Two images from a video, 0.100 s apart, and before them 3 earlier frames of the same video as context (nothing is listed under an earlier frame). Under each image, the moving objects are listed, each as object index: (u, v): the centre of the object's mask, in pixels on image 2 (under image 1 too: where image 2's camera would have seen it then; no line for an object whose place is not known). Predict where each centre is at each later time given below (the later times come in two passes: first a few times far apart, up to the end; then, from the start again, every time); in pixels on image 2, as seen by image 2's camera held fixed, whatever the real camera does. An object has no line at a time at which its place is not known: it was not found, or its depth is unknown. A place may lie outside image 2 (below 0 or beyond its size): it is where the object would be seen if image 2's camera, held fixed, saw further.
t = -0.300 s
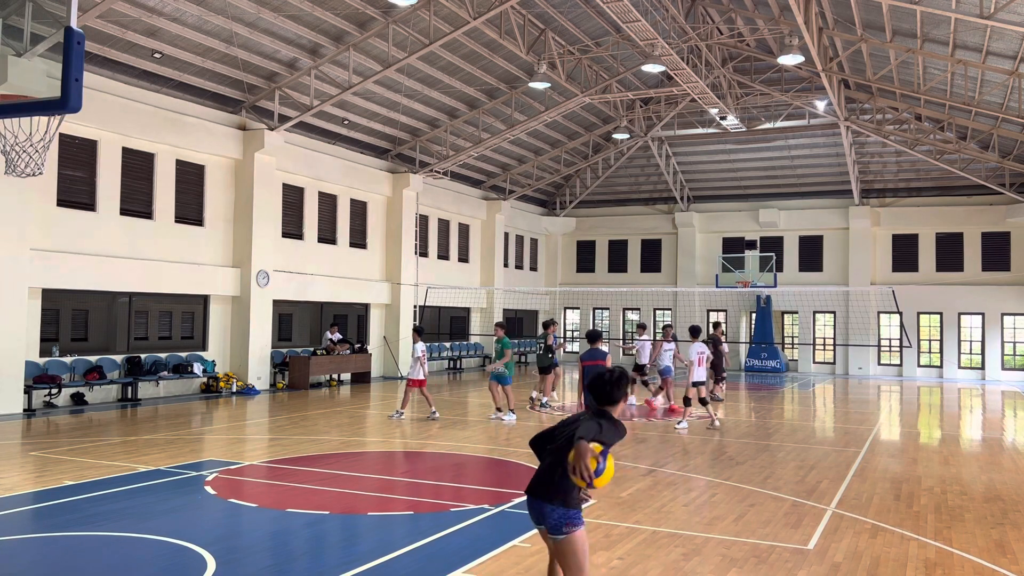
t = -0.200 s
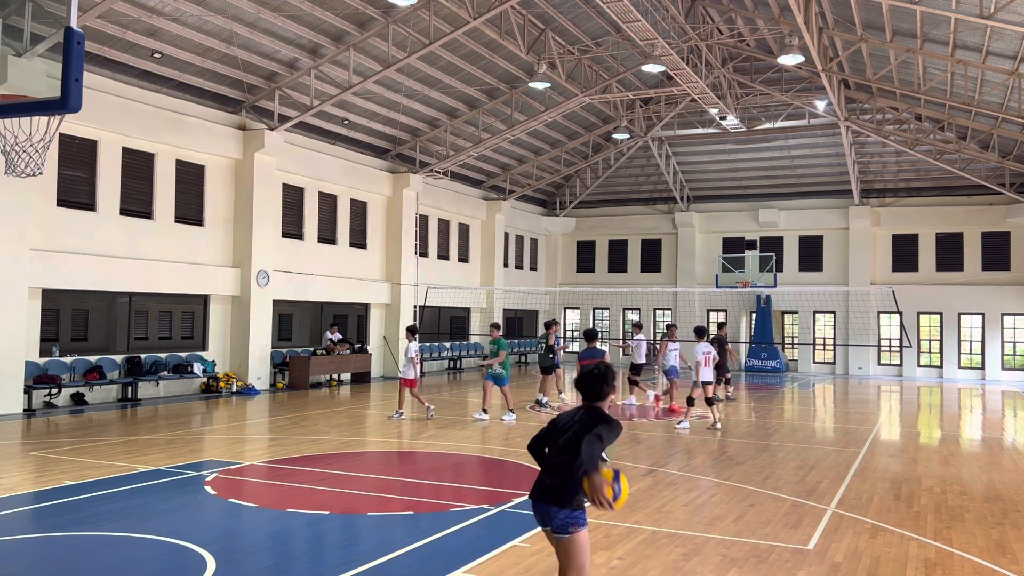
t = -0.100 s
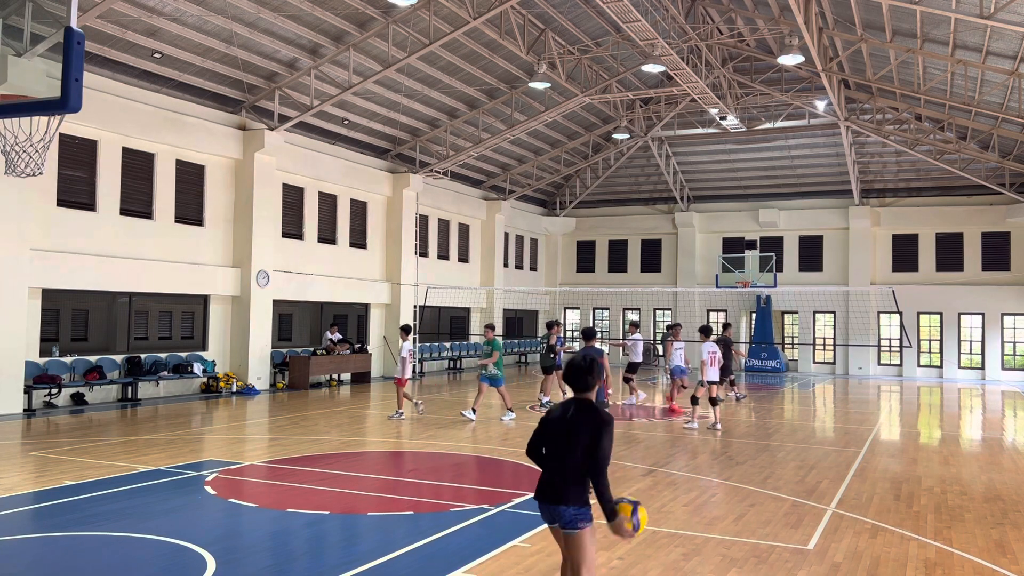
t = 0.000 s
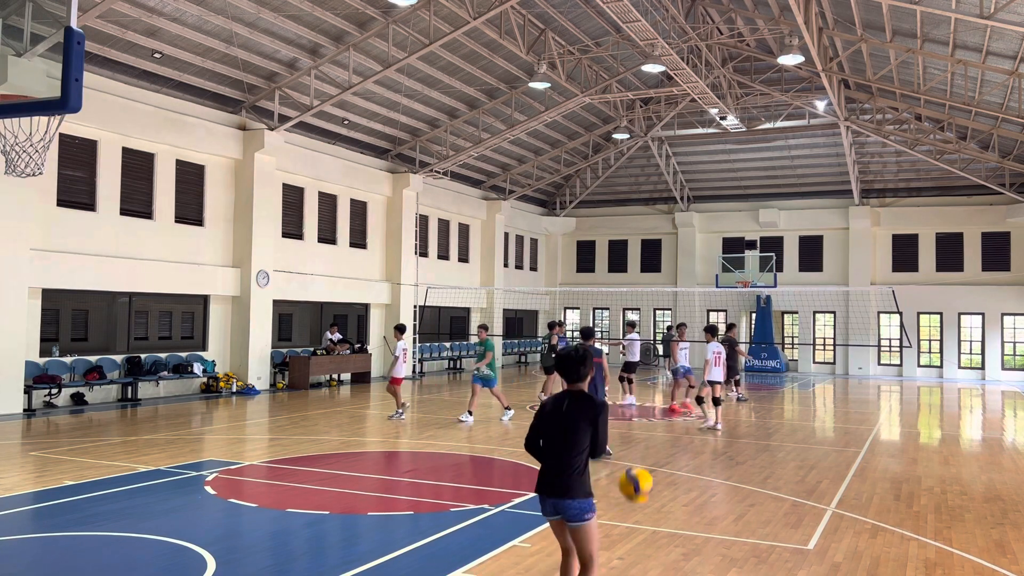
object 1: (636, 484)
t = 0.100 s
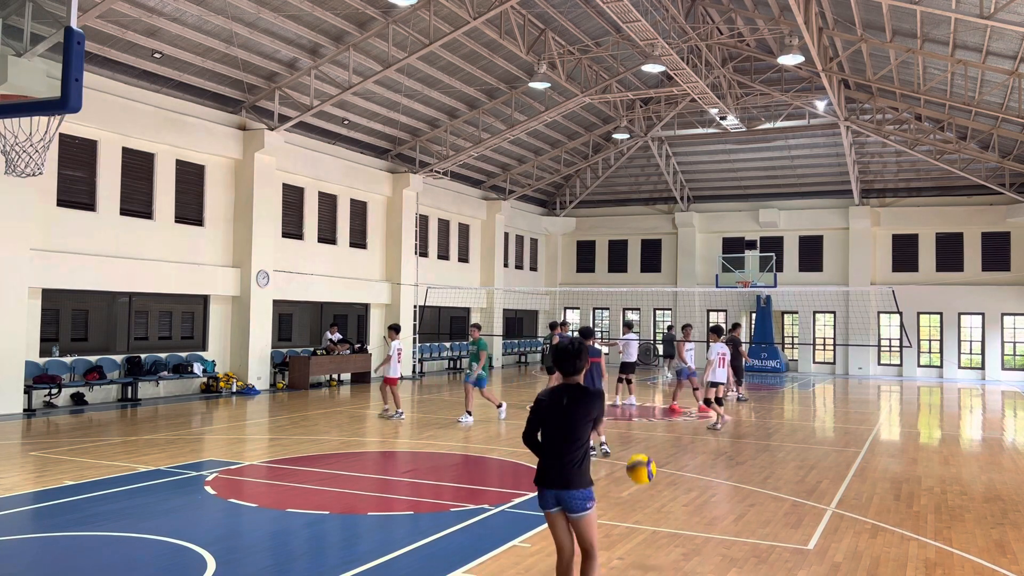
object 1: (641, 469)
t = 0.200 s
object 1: (644, 470)
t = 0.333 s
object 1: (647, 489)
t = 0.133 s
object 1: (642, 468)
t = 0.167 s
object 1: (644, 468)
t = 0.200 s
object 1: (644, 470)
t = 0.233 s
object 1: (645, 473)
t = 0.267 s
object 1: (646, 477)
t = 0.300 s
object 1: (646, 483)
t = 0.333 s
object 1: (647, 489)
